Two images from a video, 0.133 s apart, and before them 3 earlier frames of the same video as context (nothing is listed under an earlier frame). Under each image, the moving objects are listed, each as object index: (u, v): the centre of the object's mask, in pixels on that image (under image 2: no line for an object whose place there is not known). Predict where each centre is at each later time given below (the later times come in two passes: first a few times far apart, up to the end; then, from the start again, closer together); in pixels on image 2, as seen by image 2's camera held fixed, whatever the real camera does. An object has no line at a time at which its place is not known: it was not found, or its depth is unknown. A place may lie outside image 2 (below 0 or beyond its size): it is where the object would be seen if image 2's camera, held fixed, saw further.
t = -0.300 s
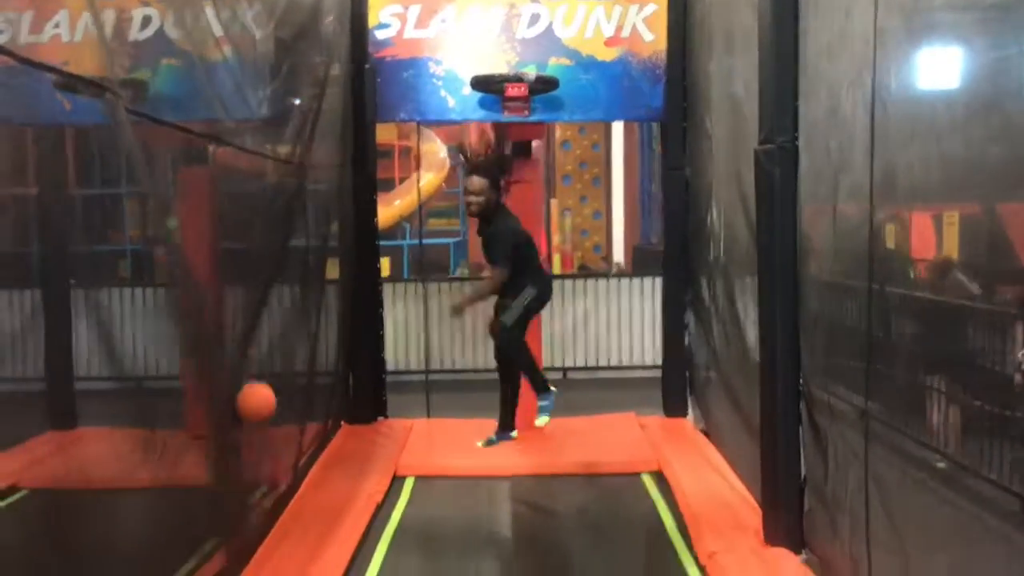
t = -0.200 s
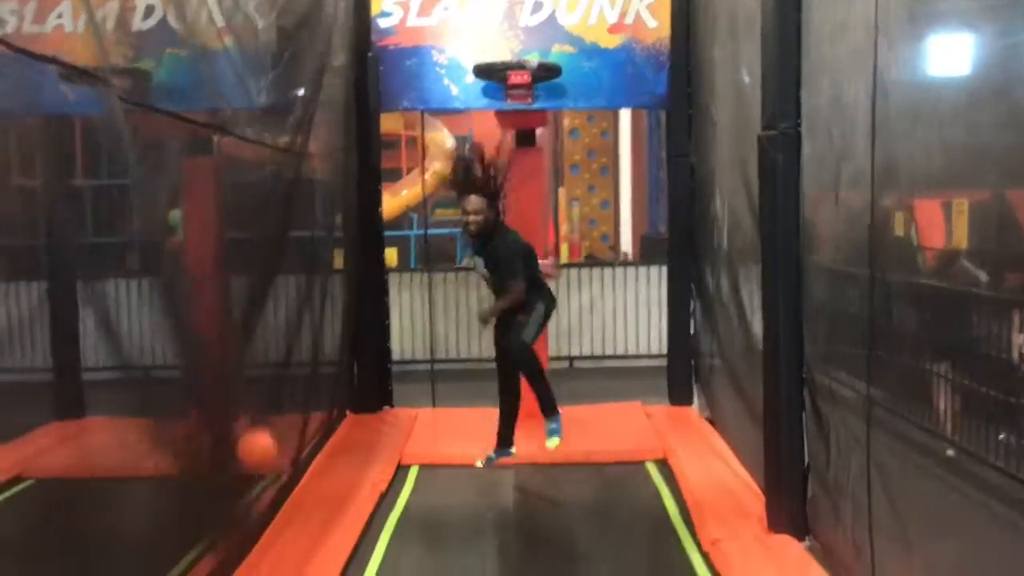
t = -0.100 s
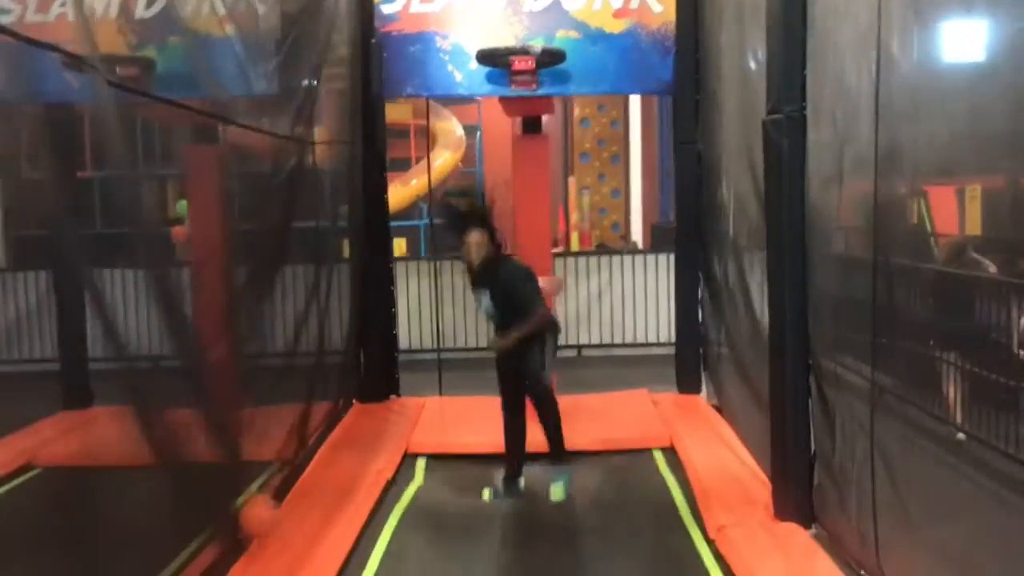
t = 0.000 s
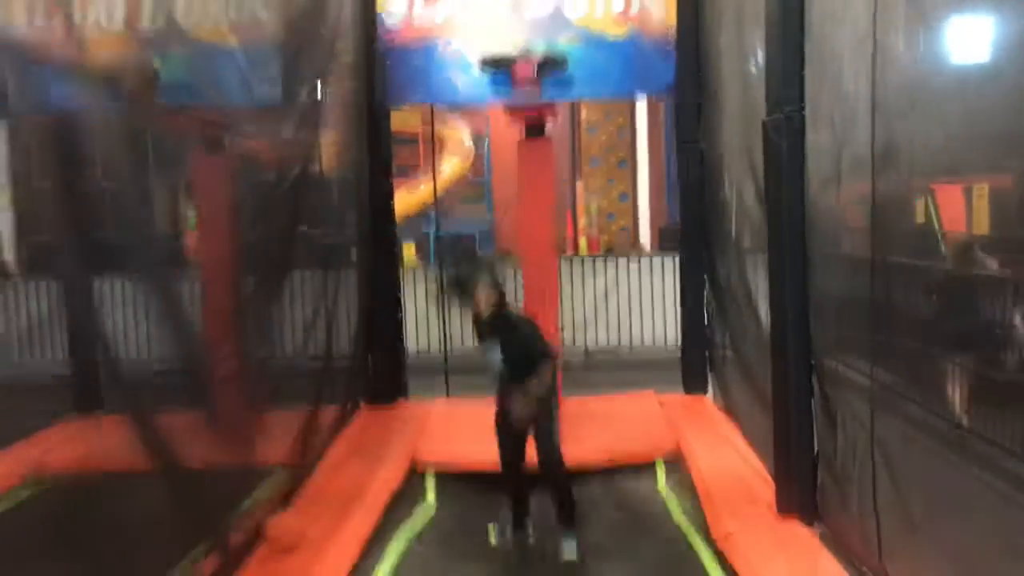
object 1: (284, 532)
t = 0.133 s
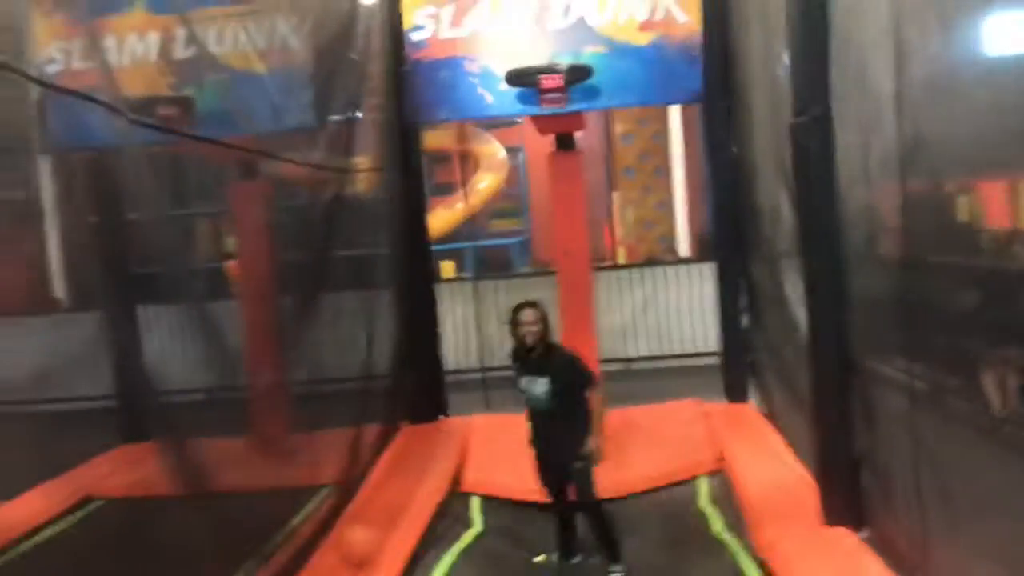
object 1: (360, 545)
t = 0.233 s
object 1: (387, 564)
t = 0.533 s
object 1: (480, 599)
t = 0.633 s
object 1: (515, 619)
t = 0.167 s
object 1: (366, 552)
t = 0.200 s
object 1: (375, 560)
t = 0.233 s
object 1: (387, 564)
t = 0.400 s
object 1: (439, 585)
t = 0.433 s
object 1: (449, 586)
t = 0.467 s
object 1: (458, 588)
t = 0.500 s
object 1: (469, 592)
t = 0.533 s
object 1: (480, 599)
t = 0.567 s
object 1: (491, 606)
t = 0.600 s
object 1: (504, 614)
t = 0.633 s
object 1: (515, 619)
